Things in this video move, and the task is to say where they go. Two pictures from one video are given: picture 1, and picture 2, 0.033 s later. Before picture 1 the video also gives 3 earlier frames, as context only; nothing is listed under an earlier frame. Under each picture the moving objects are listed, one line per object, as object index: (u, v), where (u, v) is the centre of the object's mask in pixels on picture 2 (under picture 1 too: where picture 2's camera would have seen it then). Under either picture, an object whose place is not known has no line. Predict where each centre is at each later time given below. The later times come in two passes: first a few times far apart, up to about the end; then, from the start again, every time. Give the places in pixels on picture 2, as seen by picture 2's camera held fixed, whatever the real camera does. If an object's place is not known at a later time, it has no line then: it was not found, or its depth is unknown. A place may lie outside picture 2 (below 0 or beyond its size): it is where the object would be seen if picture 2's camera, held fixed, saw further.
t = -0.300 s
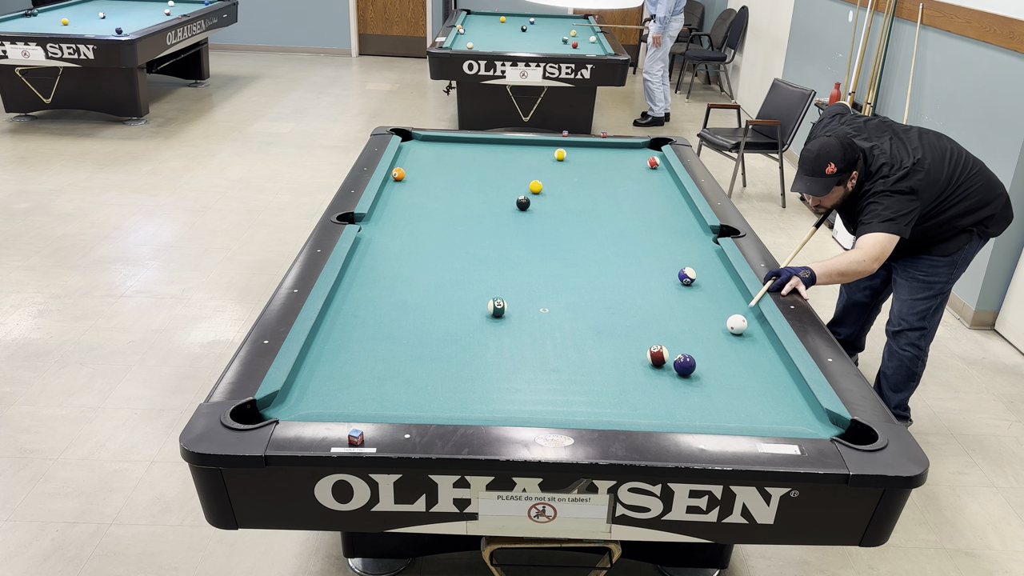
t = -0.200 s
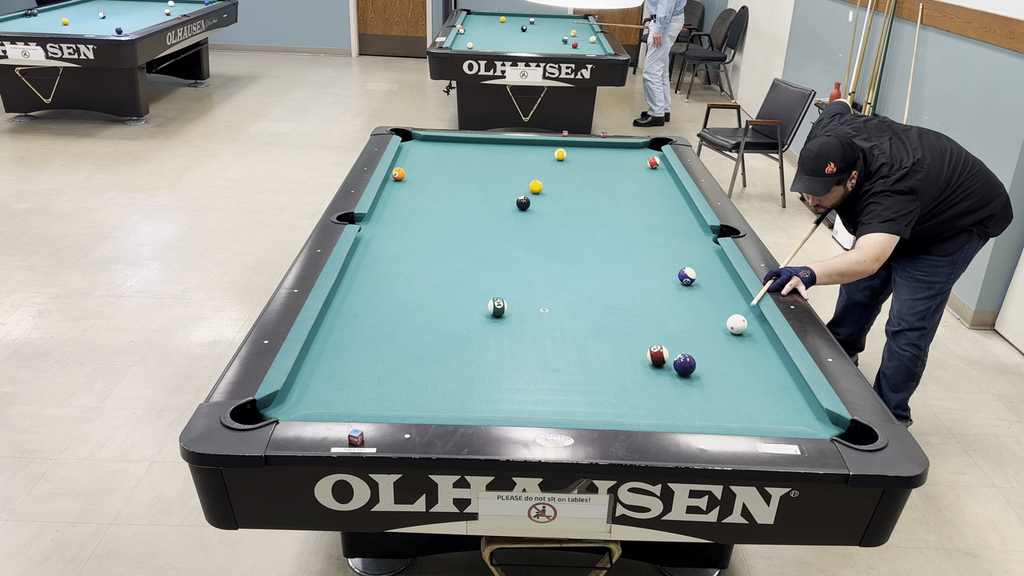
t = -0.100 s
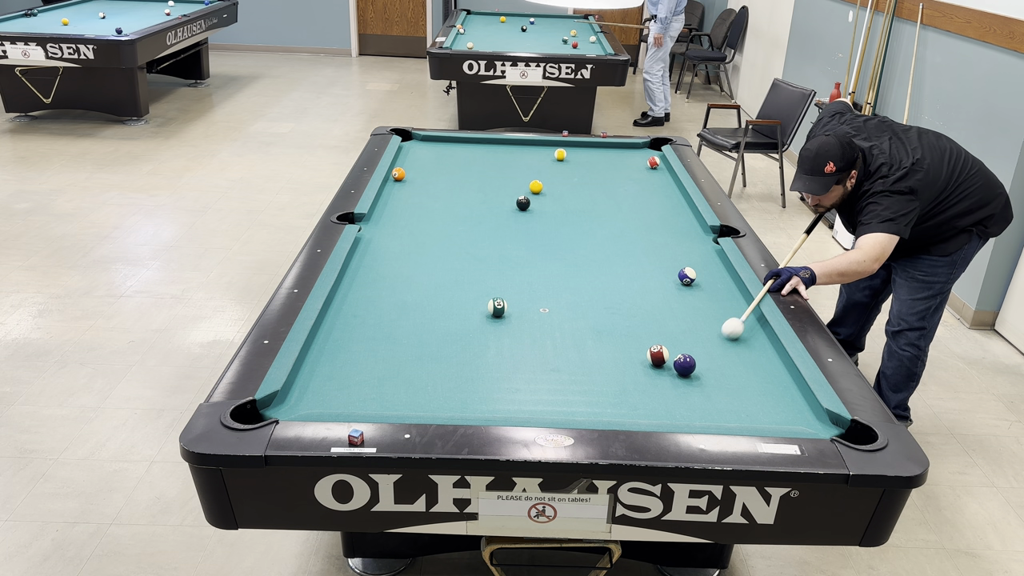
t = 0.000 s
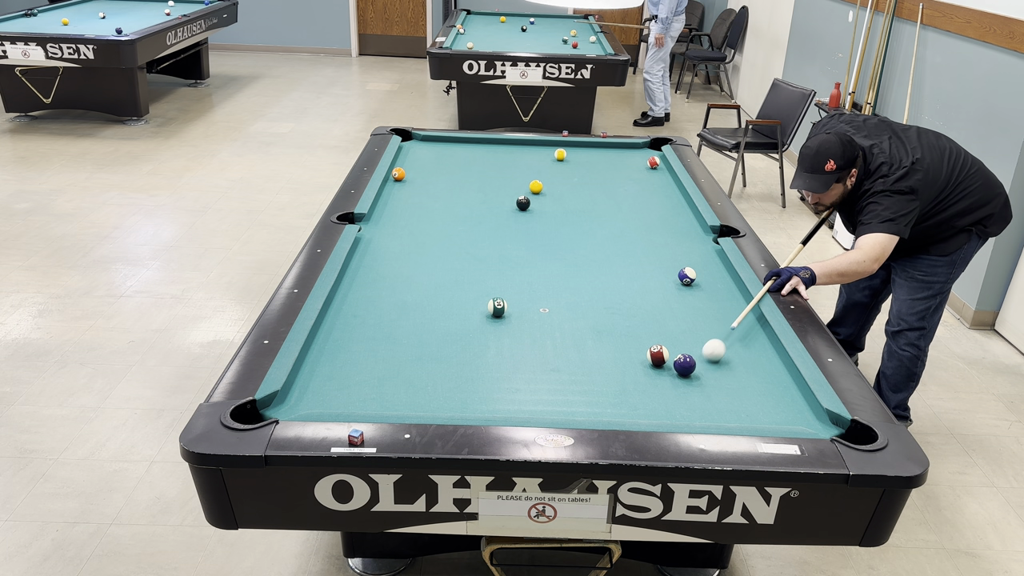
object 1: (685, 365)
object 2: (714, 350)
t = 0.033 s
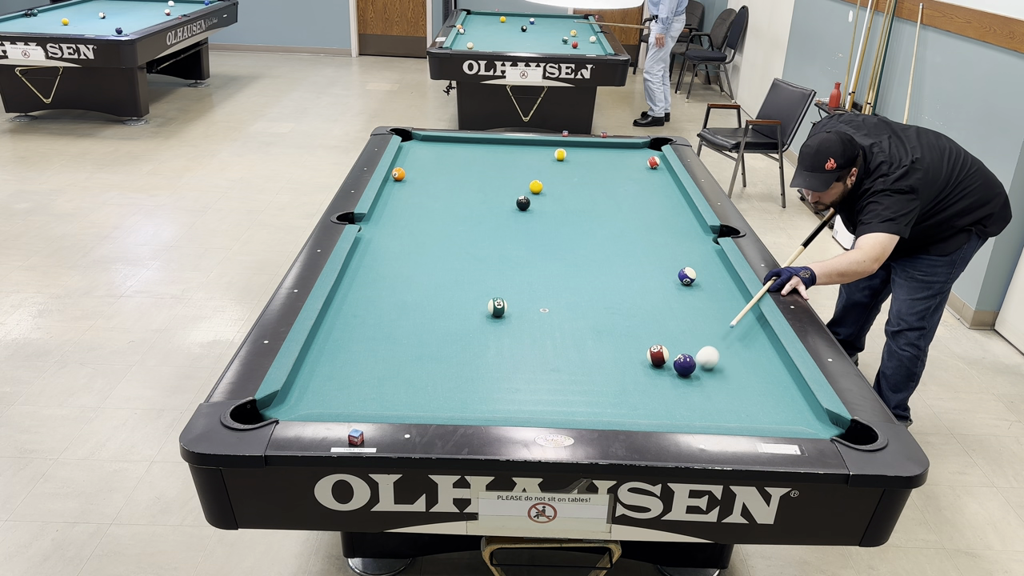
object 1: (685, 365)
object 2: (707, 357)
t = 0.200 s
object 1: (637, 371)
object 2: (726, 390)
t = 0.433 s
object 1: (578, 380)
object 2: (752, 411)
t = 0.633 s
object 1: (528, 388)
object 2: (764, 391)
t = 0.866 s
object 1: (469, 396)
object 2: (777, 371)
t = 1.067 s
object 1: (417, 402)
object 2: (776, 357)
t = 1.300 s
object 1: (364, 403)
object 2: (758, 344)
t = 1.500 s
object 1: (326, 399)
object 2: (743, 334)
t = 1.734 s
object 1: (294, 395)
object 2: (728, 323)
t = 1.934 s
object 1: (310, 397)
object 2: (717, 315)
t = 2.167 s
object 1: (328, 399)
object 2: (705, 307)
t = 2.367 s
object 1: (342, 400)
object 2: (695, 300)
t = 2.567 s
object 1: (355, 402)
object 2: (687, 294)
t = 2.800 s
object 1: (369, 403)
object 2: (678, 289)
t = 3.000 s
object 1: (380, 404)
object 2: (672, 284)
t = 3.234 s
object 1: (391, 405)
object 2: (666, 279)
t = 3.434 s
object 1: (398, 405)
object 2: (661, 276)
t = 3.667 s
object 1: (405, 405)
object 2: (656, 272)
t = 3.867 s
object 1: (409, 405)
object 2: (653, 269)
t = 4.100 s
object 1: (412, 406)
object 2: (650, 267)
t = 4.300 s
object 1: (414, 406)
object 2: (647, 265)
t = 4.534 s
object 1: (414, 406)
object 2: (646, 264)
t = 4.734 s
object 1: (414, 406)
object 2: (645, 262)
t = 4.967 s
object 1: (414, 406)
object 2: (644, 262)
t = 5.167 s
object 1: (414, 406)
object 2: (644, 261)
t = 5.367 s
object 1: (414, 406)
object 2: (643, 261)
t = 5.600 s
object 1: (414, 406)
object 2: (643, 261)
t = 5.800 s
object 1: (414, 406)
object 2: (643, 261)
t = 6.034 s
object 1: (414, 406)
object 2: (643, 261)
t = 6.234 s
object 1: (414, 406)
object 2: (643, 261)
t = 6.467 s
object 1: (414, 406)
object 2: (643, 261)
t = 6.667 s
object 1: (414, 405)
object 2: (643, 261)
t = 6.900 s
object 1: (414, 406)
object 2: (643, 261)
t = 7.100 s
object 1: (414, 405)
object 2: (643, 261)
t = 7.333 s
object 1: (414, 406)
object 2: (643, 261)
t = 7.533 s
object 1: (414, 406)
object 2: (643, 261)
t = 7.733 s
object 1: (414, 406)
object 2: (643, 261)
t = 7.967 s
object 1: (414, 406)
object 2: (643, 261)
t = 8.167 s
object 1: (414, 406)
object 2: (643, 261)
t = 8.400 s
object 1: (414, 406)
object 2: (643, 261)
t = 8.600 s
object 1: (414, 406)
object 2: (643, 261)
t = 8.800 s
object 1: (414, 406)
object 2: (643, 261)
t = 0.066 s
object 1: (678, 365)
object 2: (707, 364)
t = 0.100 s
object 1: (667, 367)
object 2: (713, 370)
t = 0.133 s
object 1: (656, 368)
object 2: (718, 377)
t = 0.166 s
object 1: (646, 370)
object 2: (722, 383)
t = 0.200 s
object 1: (637, 371)
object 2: (726, 390)
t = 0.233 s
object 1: (629, 372)
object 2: (731, 397)
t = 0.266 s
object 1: (620, 374)
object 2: (735, 404)
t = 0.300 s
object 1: (612, 375)
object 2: (740, 412)
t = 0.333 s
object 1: (604, 377)
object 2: (744, 416)
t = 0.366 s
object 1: (595, 378)
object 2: (747, 416)
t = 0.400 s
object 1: (587, 378)
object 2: (749, 413)
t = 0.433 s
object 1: (578, 380)
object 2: (752, 411)
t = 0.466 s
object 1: (570, 381)
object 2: (754, 407)
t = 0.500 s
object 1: (563, 382)
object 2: (756, 404)
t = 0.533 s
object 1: (554, 384)
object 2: (758, 401)
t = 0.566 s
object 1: (545, 385)
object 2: (760, 397)
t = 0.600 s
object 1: (536, 386)
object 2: (762, 394)
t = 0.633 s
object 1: (528, 388)
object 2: (764, 391)
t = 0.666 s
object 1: (520, 388)
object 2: (766, 388)
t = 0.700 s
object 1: (511, 390)
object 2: (768, 385)
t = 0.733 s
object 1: (503, 391)
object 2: (770, 383)
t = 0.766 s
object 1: (495, 392)
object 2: (772, 380)
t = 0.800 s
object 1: (486, 394)
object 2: (774, 377)
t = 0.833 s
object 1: (477, 395)
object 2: (775, 374)
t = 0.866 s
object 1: (469, 396)
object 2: (777, 371)
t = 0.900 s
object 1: (460, 398)
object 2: (779, 369)
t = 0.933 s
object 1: (452, 399)
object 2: (780, 366)
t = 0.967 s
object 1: (443, 400)
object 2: (782, 364)
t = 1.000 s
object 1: (434, 401)
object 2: (782, 361)
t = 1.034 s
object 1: (426, 402)
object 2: (779, 359)
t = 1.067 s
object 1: (417, 402)
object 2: (776, 357)
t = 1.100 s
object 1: (408, 403)
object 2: (773, 355)
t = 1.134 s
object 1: (400, 404)
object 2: (770, 353)
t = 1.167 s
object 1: (391, 405)
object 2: (768, 351)
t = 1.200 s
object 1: (383, 405)
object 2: (765, 349)
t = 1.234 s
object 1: (376, 404)
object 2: (763, 348)
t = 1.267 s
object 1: (370, 403)
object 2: (760, 346)
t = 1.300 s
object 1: (364, 403)
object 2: (758, 344)
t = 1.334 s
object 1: (357, 402)
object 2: (755, 342)
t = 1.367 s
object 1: (351, 401)
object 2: (753, 340)
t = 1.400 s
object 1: (344, 401)
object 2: (750, 339)
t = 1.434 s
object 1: (338, 400)
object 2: (748, 337)
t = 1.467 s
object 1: (332, 400)
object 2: (746, 336)
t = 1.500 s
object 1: (326, 399)
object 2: (743, 334)
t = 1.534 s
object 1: (319, 398)
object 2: (741, 332)
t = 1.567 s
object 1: (313, 397)
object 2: (739, 331)
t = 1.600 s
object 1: (307, 397)
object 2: (737, 329)
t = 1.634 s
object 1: (302, 396)
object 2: (734, 328)
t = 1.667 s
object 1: (296, 395)
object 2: (732, 326)
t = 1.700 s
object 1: (290, 394)
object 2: (730, 325)
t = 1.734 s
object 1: (294, 395)
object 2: (728, 323)
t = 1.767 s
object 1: (297, 395)
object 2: (726, 322)
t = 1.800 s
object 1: (299, 396)
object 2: (724, 320)
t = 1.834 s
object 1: (302, 396)
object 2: (722, 319)
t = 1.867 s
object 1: (305, 396)
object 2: (720, 318)
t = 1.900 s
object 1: (307, 397)
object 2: (718, 317)
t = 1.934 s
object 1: (310, 397)
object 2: (717, 315)
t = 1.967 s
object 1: (313, 397)
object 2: (715, 314)
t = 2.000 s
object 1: (315, 398)
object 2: (713, 313)
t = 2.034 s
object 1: (318, 398)
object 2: (711, 312)
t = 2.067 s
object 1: (321, 398)
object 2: (710, 310)
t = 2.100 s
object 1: (323, 398)
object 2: (708, 309)
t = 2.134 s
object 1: (326, 399)
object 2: (706, 308)
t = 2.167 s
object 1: (328, 399)
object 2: (705, 307)
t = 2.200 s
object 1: (330, 399)
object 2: (703, 306)
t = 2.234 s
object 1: (333, 400)
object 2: (702, 304)
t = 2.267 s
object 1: (335, 400)
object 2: (700, 304)
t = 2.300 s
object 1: (338, 400)
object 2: (698, 303)
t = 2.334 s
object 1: (340, 400)
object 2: (697, 301)
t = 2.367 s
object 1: (342, 400)
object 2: (695, 300)
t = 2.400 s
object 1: (345, 401)
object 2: (694, 299)
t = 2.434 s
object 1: (347, 401)
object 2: (692, 298)
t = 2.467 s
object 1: (349, 401)
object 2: (691, 297)
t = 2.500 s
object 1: (351, 401)
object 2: (690, 296)
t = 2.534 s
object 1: (353, 402)
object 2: (688, 295)
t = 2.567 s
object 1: (355, 402)
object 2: (687, 294)
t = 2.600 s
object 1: (358, 402)
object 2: (686, 294)
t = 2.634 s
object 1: (359, 402)
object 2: (684, 293)
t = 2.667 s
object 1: (362, 402)
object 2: (683, 292)
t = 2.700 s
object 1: (364, 402)
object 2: (682, 291)
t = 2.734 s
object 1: (365, 403)
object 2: (681, 290)
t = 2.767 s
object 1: (367, 403)
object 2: (680, 289)
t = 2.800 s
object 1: (369, 403)
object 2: (678, 289)
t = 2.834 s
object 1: (371, 403)
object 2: (678, 288)
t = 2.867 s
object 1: (373, 403)
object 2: (676, 287)
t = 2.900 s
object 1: (375, 404)
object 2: (675, 286)
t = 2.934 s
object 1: (376, 404)
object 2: (674, 285)
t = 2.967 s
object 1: (378, 404)
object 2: (673, 285)
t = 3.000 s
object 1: (380, 404)
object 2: (672, 284)
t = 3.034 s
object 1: (381, 404)
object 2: (671, 283)
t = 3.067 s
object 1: (383, 404)
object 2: (670, 282)
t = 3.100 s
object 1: (385, 404)
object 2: (669, 282)
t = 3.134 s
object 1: (386, 404)
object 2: (668, 281)
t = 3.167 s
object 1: (388, 404)
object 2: (667, 280)
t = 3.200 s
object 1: (389, 405)
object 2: (667, 280)
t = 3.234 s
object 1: (391, 405)
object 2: (666, 279)
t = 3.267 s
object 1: (392, 405)
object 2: (665, 278)
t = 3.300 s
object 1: (394, 405)
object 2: (664, 278)
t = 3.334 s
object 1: (395, 405)
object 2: (663, 277)
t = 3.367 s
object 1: (396, 405)
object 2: (663, 277)
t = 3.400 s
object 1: (397, 405)
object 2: (662, 276)
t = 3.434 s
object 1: (398, 405)
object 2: (661, 276)
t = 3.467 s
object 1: (399, 405)
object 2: (661, 275)
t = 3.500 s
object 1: (400, 405)
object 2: (660, 274)
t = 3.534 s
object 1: (401, 405)
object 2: (659, 274)
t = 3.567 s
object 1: (402, 405)
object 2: (658, 273)
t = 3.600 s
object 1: (403, 405)
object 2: (658, 273)
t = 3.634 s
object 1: (404, 405)
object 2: (657, 272)
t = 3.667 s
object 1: (405, 405)
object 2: (656, 272)
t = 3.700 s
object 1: (406, 405)
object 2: (656, 272)
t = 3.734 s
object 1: (407, 405)
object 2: (655, 271)
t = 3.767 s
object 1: (407, 405)
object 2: (655, 271)
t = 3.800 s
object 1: (408, 405)
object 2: (654, 270)
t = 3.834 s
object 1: (409, 405)
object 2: (653, 270)
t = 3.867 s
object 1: (409, 405)
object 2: (653, 269)
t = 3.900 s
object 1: (410, 405)
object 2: (652, 269)
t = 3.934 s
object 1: (410, 405)
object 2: (652, 269)
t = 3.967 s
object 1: (411, 405)
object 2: (651, 268)
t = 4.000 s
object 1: (411, 406)
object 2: (651, 268)
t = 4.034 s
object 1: (412, 406)
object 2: (651, 268)
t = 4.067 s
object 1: (412, 406)
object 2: (650, 267)
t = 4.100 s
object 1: (412, 406)
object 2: (650, 267)
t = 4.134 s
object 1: (413, 406)
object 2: (649, 267)
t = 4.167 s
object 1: (413, 406)
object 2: (649, 266)
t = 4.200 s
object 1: (413, 406)
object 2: (648, 266)
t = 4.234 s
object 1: (413, 406)
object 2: (648, 266)
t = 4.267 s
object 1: (414, 406)
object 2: (648, 265)
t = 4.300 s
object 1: (414, 406)
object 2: (647, 265)
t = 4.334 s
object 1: (414, 406)
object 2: (647, 265)
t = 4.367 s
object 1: (414, 406)
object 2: (647, 265)
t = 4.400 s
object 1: (414, 406)
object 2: (646, 264)
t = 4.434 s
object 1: (414, 406)
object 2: (646, 264)
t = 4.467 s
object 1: (414, 406)
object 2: (646, 264)
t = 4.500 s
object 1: (414, 406)
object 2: (646, 264)
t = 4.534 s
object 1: (414, 406)
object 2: (646, 264)
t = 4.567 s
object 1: (414, 406)
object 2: (645, 263)
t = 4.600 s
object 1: (414, 406)
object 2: (645, 263)
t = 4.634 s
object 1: (414, 406)
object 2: (645, 263)
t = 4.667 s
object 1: (414, 406)
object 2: (645, 263)
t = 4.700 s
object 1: (414, 406)
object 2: (645, 263)
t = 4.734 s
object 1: (414, 406)
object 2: (645, 262)
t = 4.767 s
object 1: (414, 406)
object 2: (644, 262)
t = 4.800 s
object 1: (414, 406)
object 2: (644, 262)
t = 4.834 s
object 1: (414, 406)
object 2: (644, 262)
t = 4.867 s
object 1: (414, 406)
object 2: (644, 262)
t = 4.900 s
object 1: (414, 406)
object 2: (644, 262)
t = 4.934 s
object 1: (414, 406)
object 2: (644, 262)
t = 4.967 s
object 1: (414, 406)
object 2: (644, 262)
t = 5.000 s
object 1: (414, 406)
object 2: (644, 262)
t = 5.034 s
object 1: (413, 406)
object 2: (644, 262)
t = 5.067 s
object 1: (413, 406)
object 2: (644, 262)
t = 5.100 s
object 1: (414, 406)
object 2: (644, 262)
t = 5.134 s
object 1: (414, 406)
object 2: (644, 262)
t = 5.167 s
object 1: (414, 406)
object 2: (644, 261)
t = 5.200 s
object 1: (414, 406)
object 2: (644, 261)
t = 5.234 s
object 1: (414, 406)
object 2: (643, 261)
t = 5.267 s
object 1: (414, 406)
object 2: (643, 261)
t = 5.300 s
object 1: (414, 406)
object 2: (643, 261)
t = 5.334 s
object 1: (414, 406)
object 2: (643, 261)
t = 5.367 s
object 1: (414, 406)
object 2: (643, 261)
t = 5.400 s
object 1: (414, 406)
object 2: (643, 261)
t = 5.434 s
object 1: (414, 406)
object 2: (643, 261)
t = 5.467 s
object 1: (414, 406)
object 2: (643, 261)
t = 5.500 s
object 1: (414, 406)
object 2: (643, 261)
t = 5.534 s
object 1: (414, 406)
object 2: (643, 261)
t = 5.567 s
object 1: (414, 406)
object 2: (643, 261)
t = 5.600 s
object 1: (414, 406)
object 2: (643, 261)
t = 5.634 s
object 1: (414, 406)
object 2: (643, 261)
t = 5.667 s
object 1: (414, 406)
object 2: (643, 261)
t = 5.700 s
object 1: (414, 406)
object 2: (643, 261)
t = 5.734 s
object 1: (414, 406)
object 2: (643, 261)
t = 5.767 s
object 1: (414, 406)
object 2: (643, 261)
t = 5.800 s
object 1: (414, 406)
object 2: (643, 261)
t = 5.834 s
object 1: (414, 406)
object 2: (643, 261)
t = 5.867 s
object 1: (414, 406)
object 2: (643, 261)
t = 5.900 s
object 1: (414, 406)
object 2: (643, 261)
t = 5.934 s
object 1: (414, 406)
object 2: (643, 261)
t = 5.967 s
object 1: (414, 406)
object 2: (643, 261)
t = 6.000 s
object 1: (414, 406)
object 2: (643, 261)
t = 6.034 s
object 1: (414, 406)
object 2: (643, 261)
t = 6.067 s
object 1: (414, 405)
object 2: (643, 261)
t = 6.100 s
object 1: (414, 406)
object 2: (643, 261)
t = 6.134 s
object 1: (414, 406)
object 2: (643, 261)
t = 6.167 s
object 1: (414, 406)
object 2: (643, 261)
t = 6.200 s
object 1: (414, 406)
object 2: (643, 261)
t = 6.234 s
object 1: (414, 406)
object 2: (643, 261)
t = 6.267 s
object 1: (414, 406)
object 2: (643, 261)
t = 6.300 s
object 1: (414, 406)
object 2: (643, 261)
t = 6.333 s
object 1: (414, 406)
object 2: (643, 261)
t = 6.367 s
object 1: (414, 406)
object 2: (643, 261)
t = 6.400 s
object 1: (414, 406)
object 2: (643, 261)
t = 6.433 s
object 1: (414, 405)
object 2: (643, 261)
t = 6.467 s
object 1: (414, 406)
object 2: (643, 261)
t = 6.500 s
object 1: (414, 406)
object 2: (643, 261)
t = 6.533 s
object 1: (414, 406)
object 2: (643, 261)
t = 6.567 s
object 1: (414, 406)
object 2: (643, 261)
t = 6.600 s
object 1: (414, 406)
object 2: (643, 261)
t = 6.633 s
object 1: (414, 406)
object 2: (643, 261)
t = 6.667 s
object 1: (414, 405)
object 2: (643, 261)
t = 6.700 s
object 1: (414, 405)
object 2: (643, 261)
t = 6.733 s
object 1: (414, 405)
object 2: (643, 261)
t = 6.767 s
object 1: (414, 406)
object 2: (643, 261)
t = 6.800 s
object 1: (414, 406)
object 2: (643, 261)
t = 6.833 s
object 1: (414, 406)
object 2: (643, 261)
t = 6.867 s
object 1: (414, 406)
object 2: (643, 261)
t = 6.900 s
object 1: (414, 406)
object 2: (643, 261)
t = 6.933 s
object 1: (414, 406)
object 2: (643, 261)
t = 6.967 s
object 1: (414, 406)
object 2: (643, 261)
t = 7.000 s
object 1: (414, 406)
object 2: (643, 261)
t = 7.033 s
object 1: (414, 406)
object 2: (643, 261)
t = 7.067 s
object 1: (414, 406)
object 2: (643, 261)
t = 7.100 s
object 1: (414, 405)
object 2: (643, 261)
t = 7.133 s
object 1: (414, 405)
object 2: (643, 261)
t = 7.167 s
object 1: (414, 406)
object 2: (643, 261)
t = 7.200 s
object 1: (414, 406)
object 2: (643, 261)
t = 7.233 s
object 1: (414, 406)
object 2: (643, 261)
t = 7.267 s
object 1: (414, 406)
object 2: (643, 261)
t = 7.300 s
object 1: (414, 406)
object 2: (643, 261)
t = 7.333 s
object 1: (414, 406)
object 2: (643, 261)
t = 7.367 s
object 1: (414, 406)
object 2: (643, 261)
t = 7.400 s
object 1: (414, 406)
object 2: (643, 261)
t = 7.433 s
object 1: (414, 406)
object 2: (643, 261)
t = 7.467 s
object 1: (414, 406)
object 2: (643, 261)
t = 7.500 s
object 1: (414, 406)
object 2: (643, 261)
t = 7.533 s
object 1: (414, 406)
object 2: (643, 261)
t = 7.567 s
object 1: (414, 406)
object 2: (643, 261)
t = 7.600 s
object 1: (414, 406)
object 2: (643, 261)
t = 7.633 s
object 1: (414, 406)
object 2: (643, 261)
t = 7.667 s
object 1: (414, 406)
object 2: (643, 261)
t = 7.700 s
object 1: (414, 406)
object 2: (643, 261)
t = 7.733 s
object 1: (414, 406)
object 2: (643, 261)
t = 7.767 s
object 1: (414, 406)
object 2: (643, 261)
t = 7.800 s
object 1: (414, 406)
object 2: (643, 261)
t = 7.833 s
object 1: (414, 406)
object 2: (643, 261)
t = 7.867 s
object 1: (414, 406)
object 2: (643, 261)
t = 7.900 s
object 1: (414, 406)
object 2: (643, 261)
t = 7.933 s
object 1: (414, 406)
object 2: (643, 261)
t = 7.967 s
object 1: (414, 406)
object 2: (643, 261)
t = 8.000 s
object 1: (414, 406)
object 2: (643, 261)
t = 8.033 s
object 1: (414, 406)
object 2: (643, 261)
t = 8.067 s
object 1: (414, 406)
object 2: (643, 261)
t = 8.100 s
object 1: (414, 406)
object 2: (643, 261)
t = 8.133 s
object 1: (414, 406)
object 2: (643, 261)
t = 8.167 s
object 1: (414, 406)
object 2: (643, 261)
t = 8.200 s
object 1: (414, 406)
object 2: (643, 261)
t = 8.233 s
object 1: (414, 406)
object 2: (643, 261)
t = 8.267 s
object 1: (414, 406)
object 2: (643, 261)
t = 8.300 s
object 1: (414, 406)
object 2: (643, 261)
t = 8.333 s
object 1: (414, 406)
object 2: (643, 261)
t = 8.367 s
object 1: (414, 406)
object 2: (643, 261)
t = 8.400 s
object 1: (414, 406)
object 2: (643, 261)
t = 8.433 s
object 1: (414, 406)
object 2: (643, 261)
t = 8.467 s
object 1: (414, 406)
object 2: (643, 261)
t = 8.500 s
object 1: (414, 406)
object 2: (643, 261)
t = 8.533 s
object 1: (413, 406)
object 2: (643, 261)
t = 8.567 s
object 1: (414, 406)
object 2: (643, 261)
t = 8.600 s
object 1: (414, 406)
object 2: (643, 261)
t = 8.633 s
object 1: (414, 406)
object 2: (643, 261)
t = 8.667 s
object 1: (414, 406)
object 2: (643, 261)
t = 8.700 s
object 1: (413, 406)
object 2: (643, 261)
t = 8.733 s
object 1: (414, 406)
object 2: (643, 261)
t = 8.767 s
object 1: (414, 406)
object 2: (643, 261)
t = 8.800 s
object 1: (414, 406)
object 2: (643, 261)
